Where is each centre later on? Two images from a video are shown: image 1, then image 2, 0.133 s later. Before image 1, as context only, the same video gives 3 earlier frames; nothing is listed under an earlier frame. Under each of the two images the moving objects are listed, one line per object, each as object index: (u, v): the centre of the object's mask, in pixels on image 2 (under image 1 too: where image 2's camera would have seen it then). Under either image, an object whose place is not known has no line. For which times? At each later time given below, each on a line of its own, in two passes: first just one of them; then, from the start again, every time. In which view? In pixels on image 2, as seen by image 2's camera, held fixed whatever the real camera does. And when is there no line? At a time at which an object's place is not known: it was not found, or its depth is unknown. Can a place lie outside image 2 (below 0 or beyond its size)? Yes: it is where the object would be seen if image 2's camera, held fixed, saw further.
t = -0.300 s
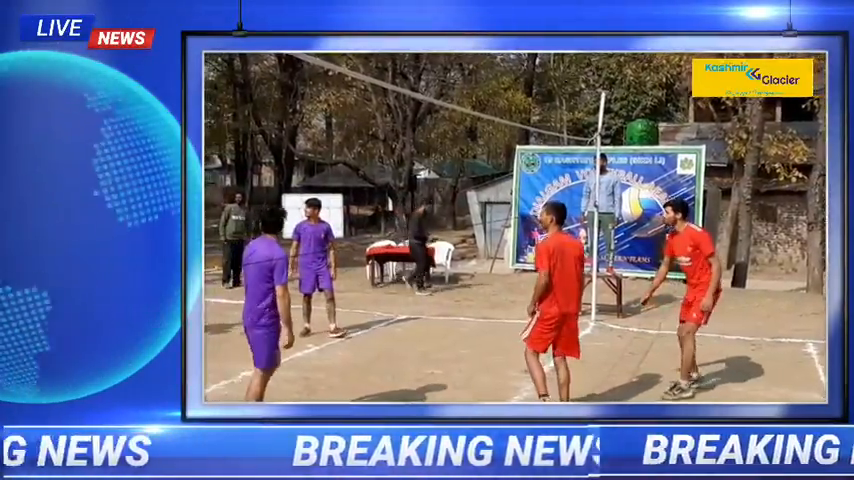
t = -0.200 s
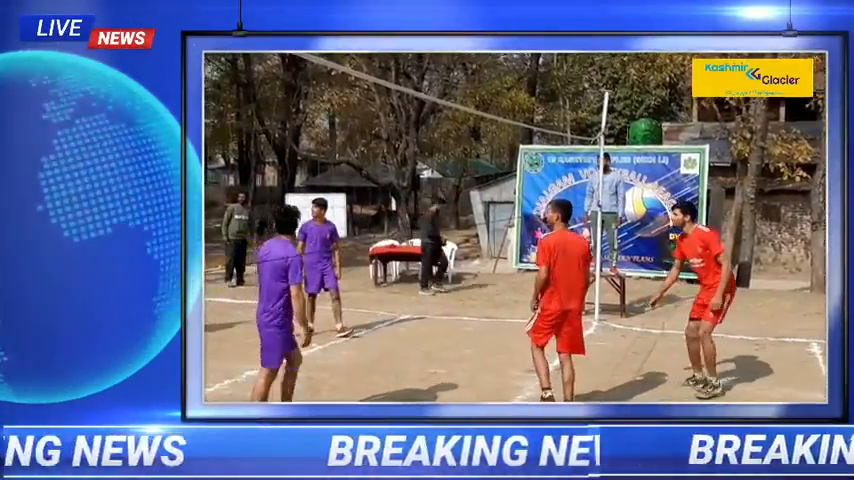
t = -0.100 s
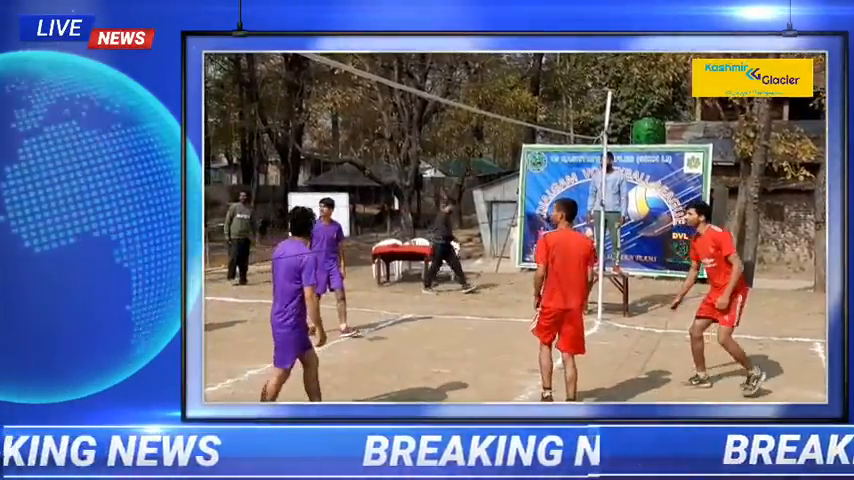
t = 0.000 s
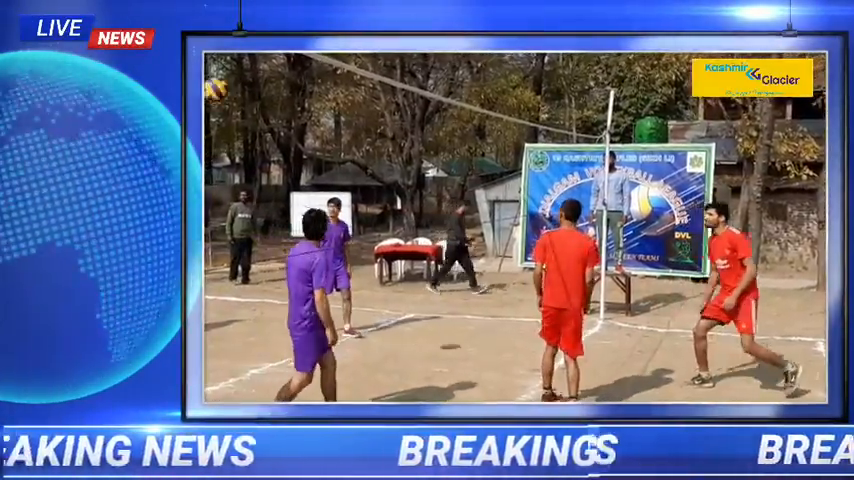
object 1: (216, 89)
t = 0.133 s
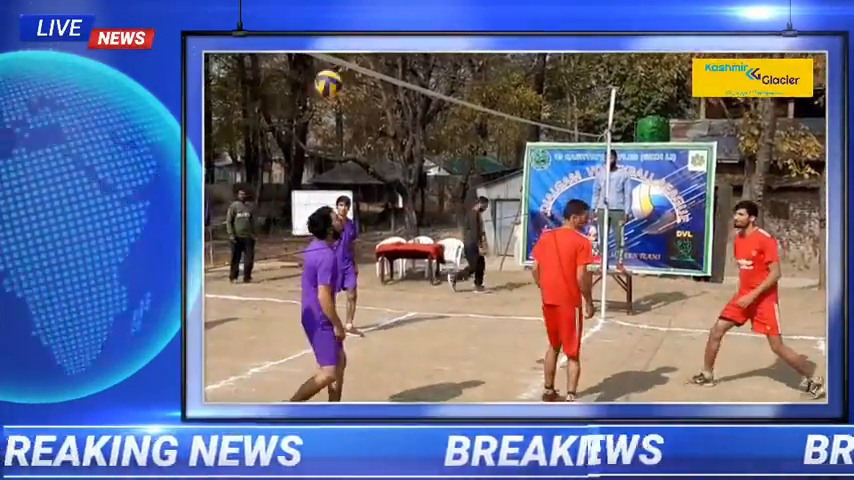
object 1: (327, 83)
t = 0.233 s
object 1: (427, 98)
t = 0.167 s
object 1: (360, 86)
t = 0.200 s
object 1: (391, 91)
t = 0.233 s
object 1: (427, 98)
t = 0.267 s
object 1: (465, 104)
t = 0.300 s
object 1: (496, 111)
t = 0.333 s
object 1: (527, 115)
